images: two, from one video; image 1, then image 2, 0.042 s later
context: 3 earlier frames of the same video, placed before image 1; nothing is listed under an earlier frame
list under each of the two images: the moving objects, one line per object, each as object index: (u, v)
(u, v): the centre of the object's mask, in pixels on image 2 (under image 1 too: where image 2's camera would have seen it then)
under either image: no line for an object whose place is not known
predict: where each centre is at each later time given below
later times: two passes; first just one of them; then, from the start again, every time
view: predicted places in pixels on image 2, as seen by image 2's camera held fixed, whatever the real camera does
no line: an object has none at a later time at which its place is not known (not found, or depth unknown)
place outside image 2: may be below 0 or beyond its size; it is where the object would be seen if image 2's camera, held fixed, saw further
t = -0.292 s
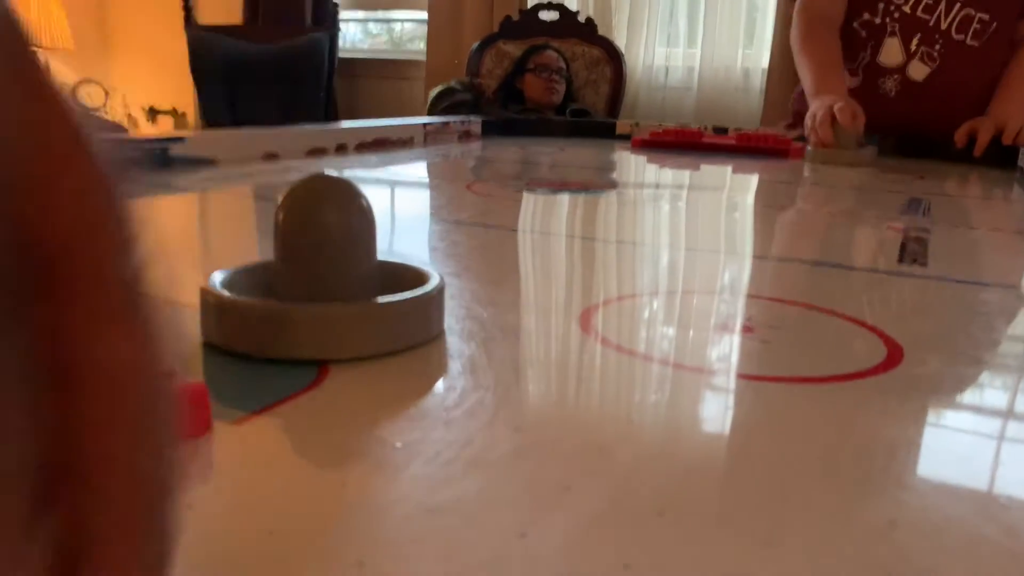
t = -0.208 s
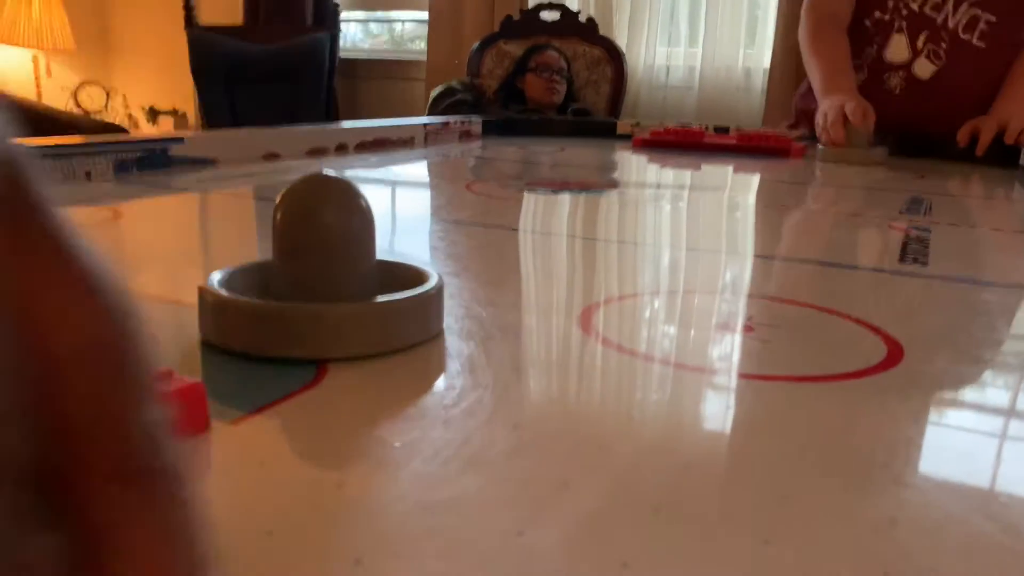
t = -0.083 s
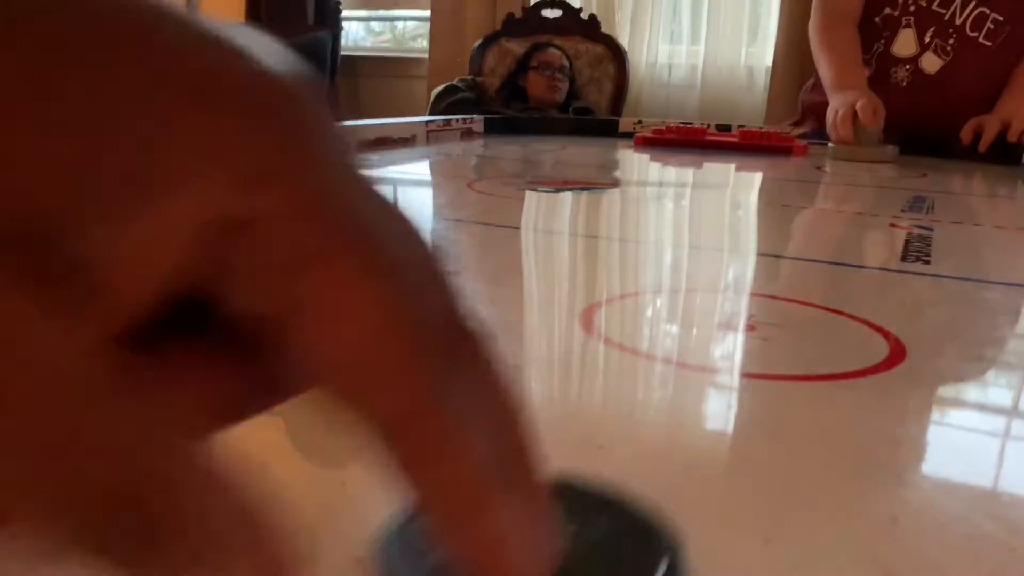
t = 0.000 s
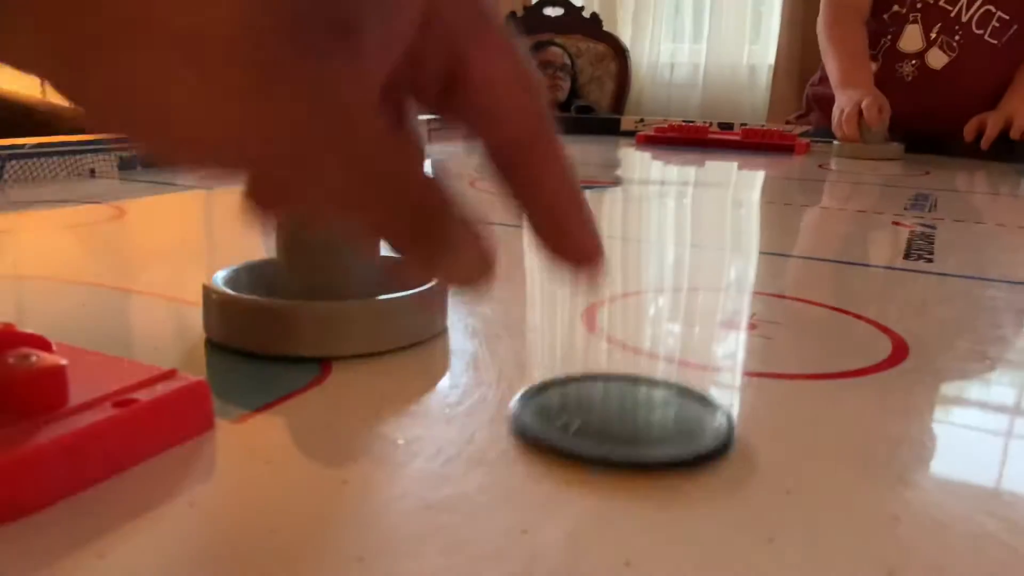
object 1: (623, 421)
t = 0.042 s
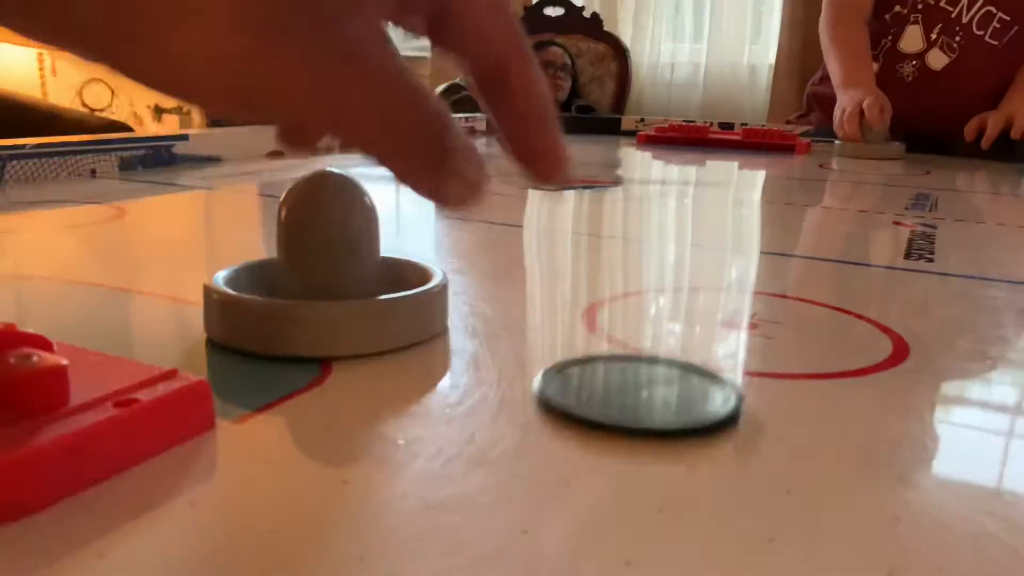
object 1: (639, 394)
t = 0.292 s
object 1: (682, 314)
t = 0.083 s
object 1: (650, 375)
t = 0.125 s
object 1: (661, 358)
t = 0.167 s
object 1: (669, 344)
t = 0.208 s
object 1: (673, 332)
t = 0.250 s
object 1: (678, 323)
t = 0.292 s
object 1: (682, 314)
